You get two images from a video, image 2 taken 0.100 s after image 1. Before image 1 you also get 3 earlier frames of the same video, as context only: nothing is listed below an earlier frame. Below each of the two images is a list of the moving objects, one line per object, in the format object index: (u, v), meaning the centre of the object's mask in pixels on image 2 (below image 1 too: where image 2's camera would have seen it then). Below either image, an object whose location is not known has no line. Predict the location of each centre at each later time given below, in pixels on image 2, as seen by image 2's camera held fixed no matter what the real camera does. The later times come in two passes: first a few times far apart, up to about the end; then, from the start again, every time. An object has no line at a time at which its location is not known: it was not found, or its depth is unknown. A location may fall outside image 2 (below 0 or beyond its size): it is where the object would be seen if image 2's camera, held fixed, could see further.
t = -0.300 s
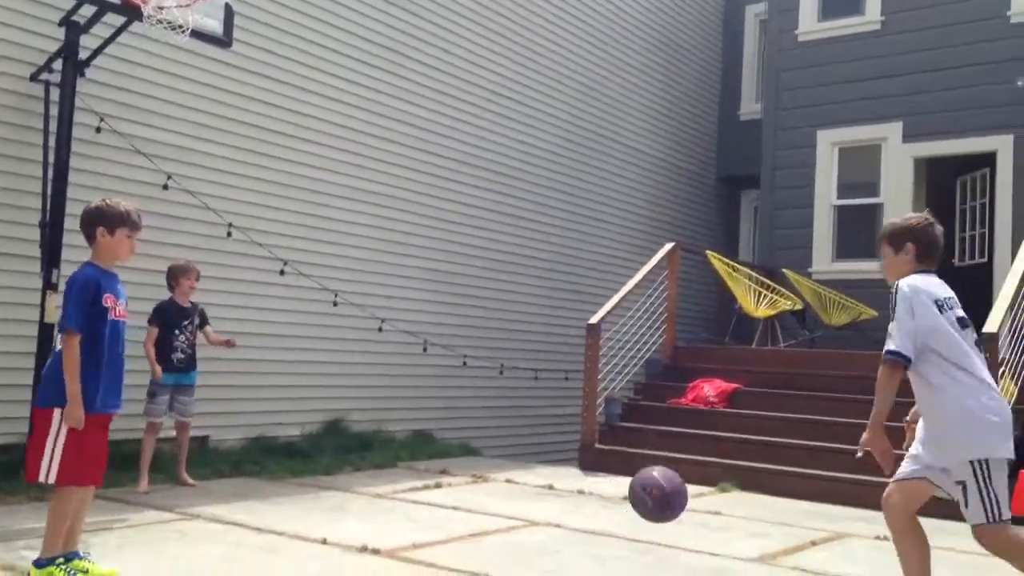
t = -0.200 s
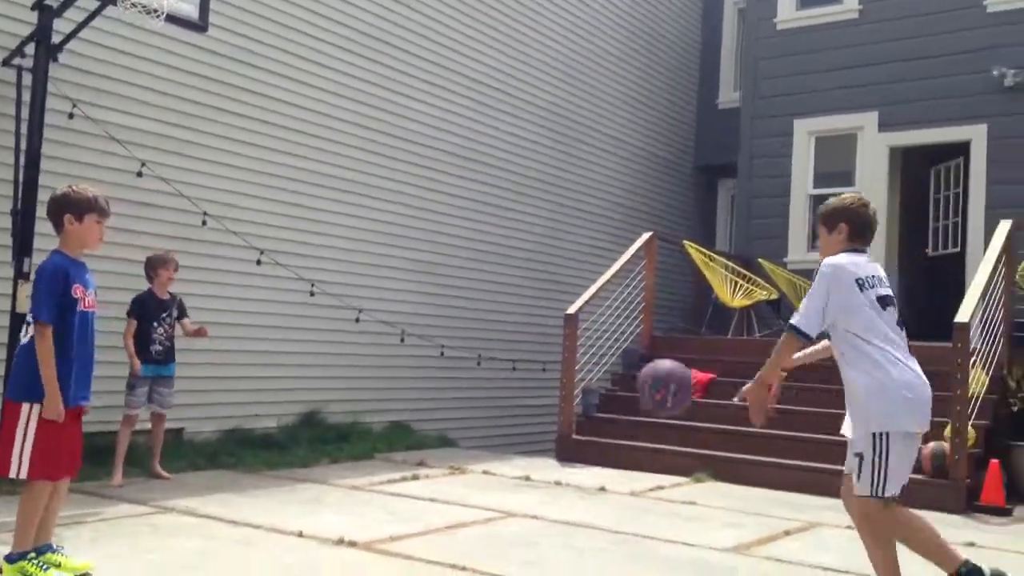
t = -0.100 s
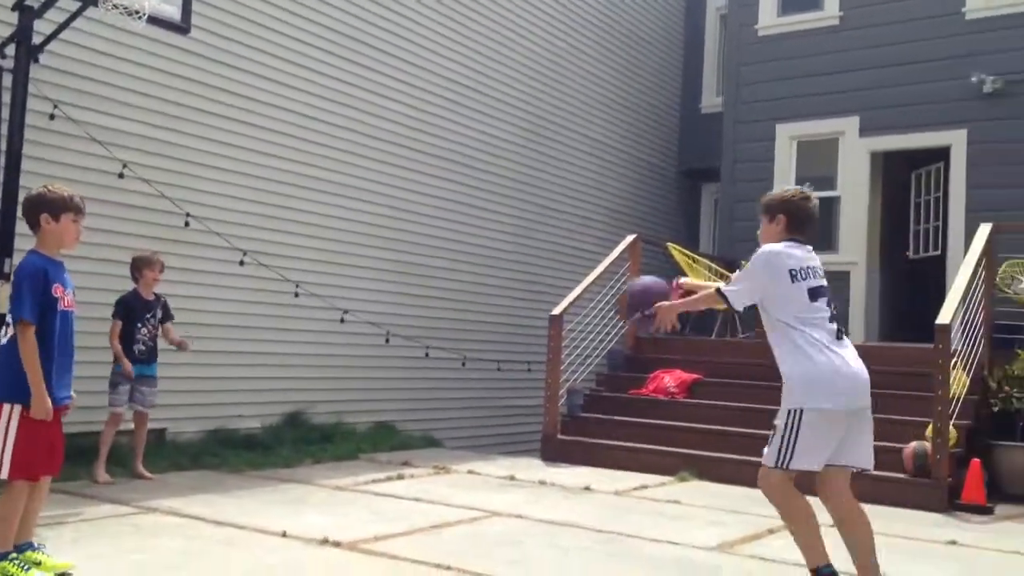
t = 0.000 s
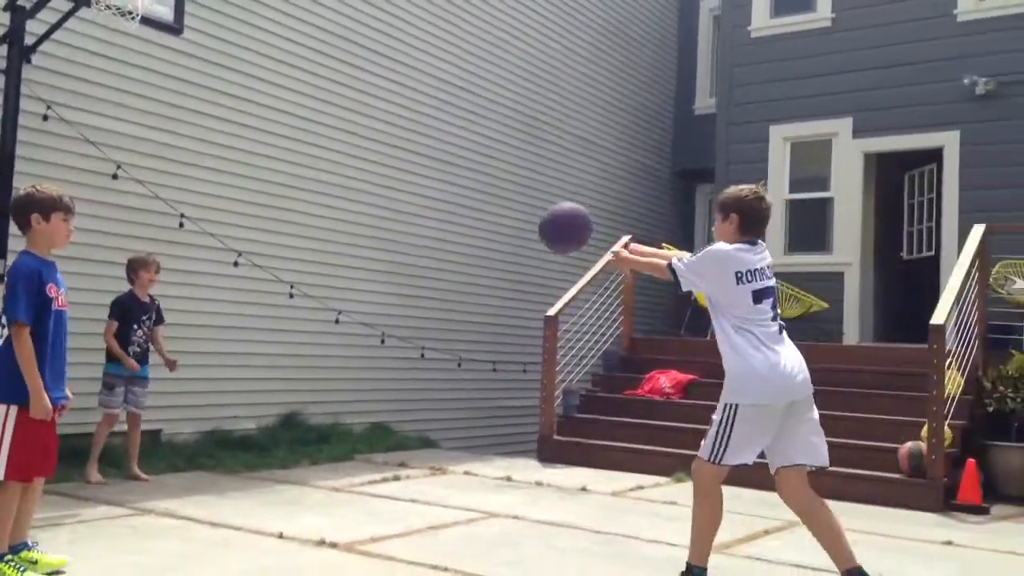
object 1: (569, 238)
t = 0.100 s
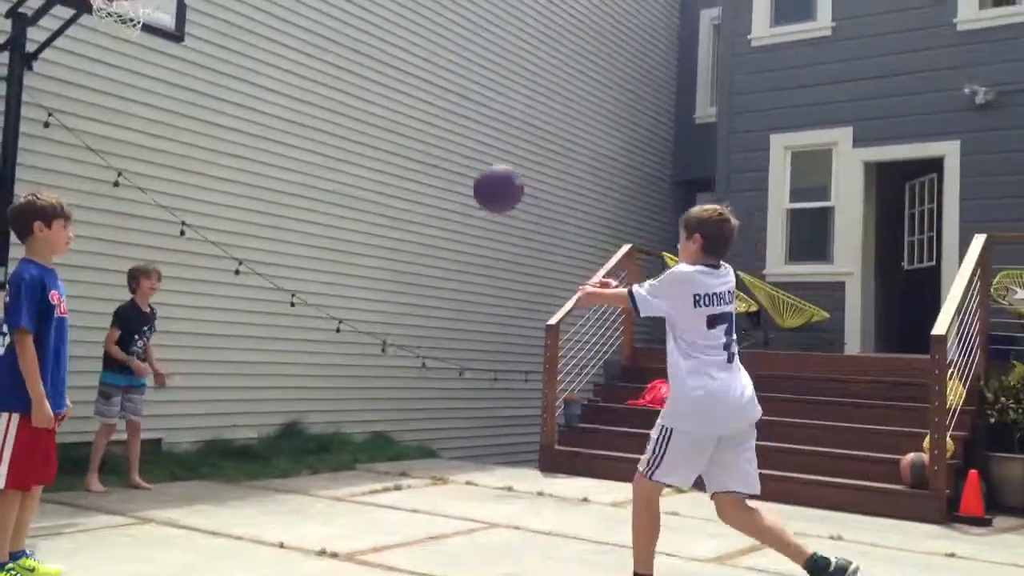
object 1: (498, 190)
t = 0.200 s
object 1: (438, 167)
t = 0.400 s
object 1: (333, 179)
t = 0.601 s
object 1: (242, 257)
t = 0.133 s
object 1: (478, 178)
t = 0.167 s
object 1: (458, 172)
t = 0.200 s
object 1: (438, 167)
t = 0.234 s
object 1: (419, 164)
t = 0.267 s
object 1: (401, 163)
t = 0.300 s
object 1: (383, 164)
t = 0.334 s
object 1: (366, 168)
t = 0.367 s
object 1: (350, 173)
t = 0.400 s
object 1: (333, 179)
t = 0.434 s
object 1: (318, 189)
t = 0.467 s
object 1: (301, 200)
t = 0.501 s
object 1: (286, 212)
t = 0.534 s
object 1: (271, 225)
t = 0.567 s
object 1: (256, 240)
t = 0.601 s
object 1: (242, 257)
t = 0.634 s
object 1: (228, 275)
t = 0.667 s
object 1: (214, 294)
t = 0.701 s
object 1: (201, 314)
